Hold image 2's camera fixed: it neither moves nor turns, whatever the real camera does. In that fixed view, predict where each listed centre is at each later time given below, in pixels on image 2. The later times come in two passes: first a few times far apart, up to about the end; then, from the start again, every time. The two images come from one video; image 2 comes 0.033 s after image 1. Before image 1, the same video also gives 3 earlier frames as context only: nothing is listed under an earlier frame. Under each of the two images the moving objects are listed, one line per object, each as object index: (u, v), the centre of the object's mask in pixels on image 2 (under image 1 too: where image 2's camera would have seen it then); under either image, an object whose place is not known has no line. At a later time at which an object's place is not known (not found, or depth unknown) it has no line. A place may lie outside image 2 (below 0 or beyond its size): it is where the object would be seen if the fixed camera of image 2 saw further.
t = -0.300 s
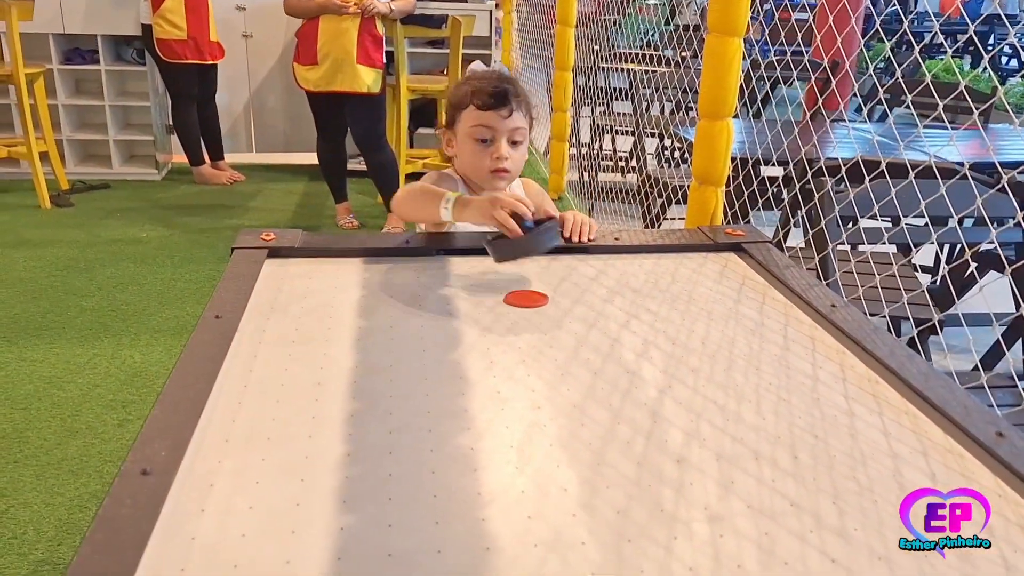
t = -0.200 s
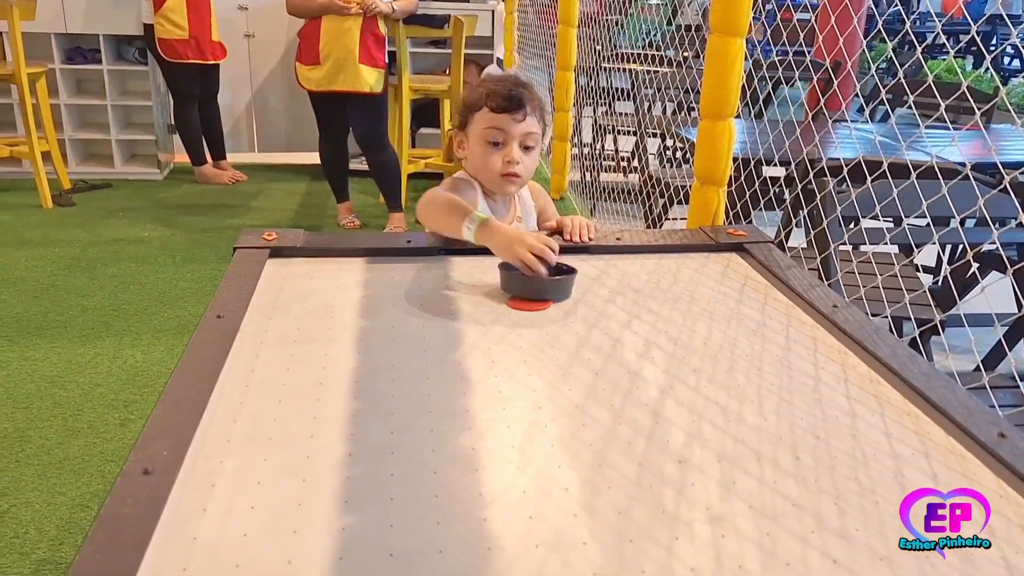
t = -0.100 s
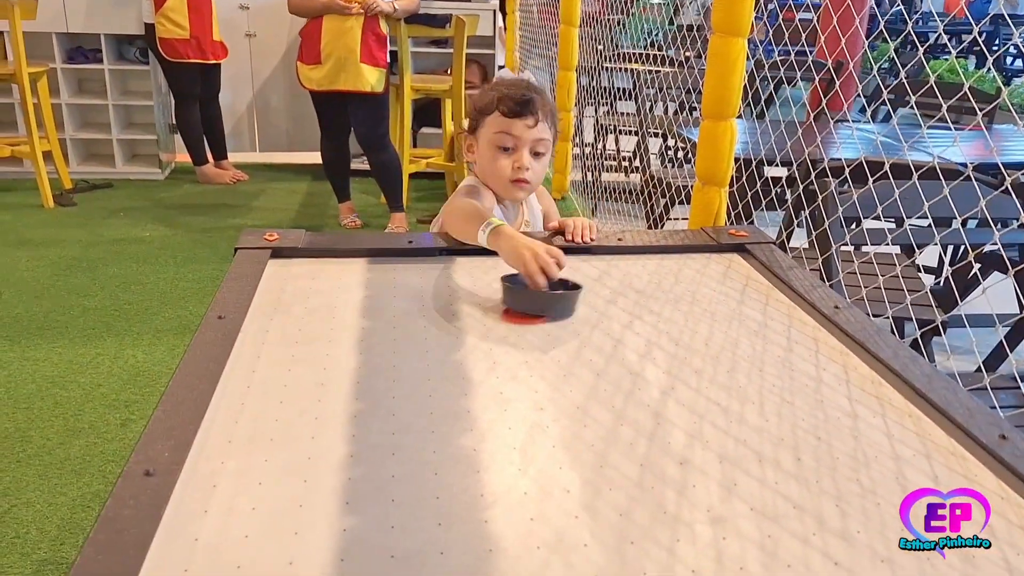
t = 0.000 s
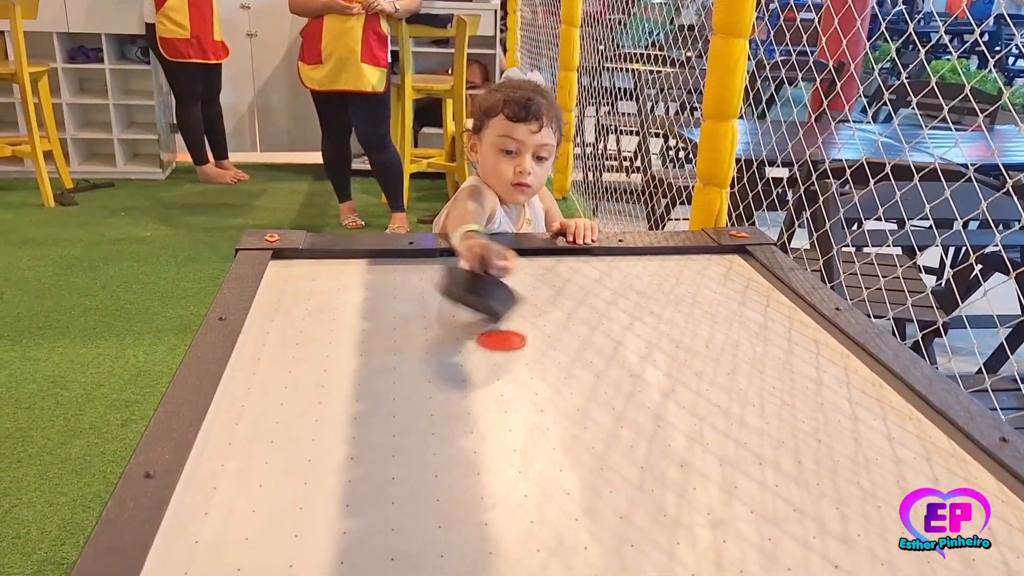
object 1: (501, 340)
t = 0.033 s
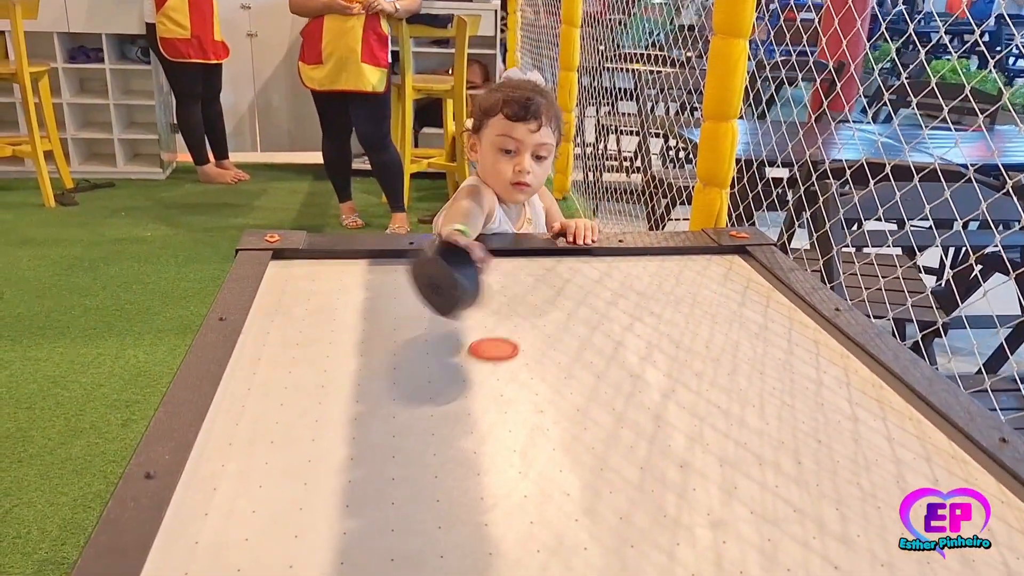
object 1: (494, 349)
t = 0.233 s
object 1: (433, 412)
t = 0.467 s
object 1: (326, 518)
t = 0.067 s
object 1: (485, 358)
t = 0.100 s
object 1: (475, 368)
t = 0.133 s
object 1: (465, 378)
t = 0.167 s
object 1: (455, 389)
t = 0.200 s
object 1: (445, 400)
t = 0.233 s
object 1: (433, 412)
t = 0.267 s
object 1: (421, 425)
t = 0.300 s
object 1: (408, 438)
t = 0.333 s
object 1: (393, 452)
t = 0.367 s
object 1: (378, 467)
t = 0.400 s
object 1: (362, 483)
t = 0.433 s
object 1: (345, 499)
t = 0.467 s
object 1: (326, 518)
